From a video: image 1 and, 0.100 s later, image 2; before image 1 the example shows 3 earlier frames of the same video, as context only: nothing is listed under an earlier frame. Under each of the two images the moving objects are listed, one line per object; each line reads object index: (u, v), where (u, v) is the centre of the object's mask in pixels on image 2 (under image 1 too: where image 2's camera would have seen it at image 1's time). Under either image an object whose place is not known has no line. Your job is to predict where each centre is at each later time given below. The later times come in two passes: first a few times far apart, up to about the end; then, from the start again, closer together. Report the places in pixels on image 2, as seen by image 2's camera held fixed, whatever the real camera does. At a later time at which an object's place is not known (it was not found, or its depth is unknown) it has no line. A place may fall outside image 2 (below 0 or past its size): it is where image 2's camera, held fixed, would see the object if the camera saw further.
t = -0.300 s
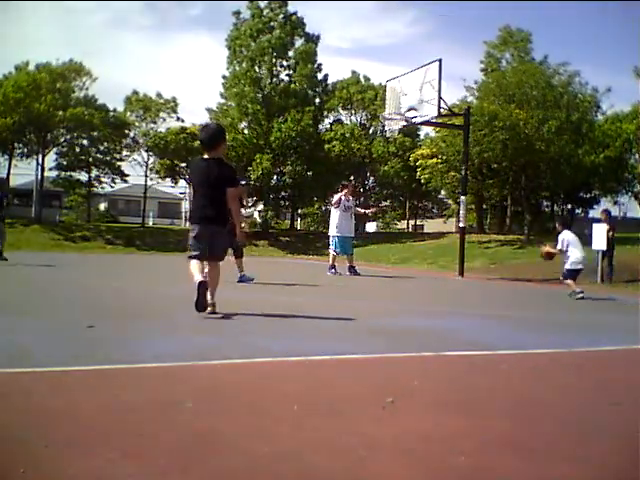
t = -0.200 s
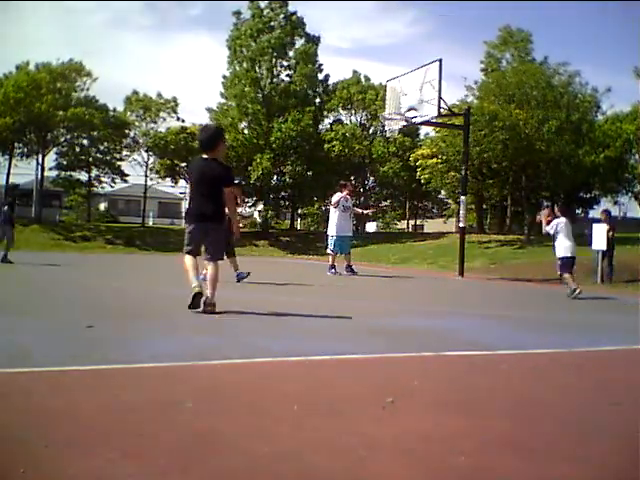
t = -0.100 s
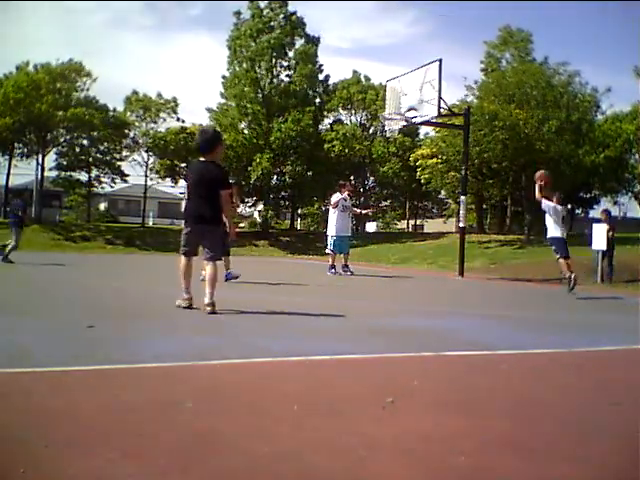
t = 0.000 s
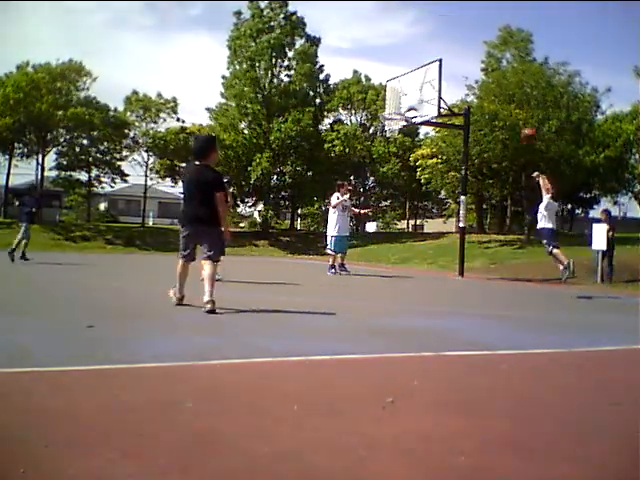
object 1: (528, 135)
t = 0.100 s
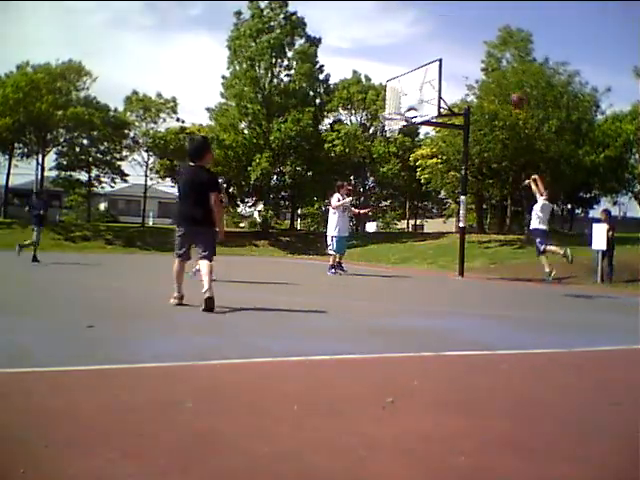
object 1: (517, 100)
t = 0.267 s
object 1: (496, 60)
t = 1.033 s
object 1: (416, 99)
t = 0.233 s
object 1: (502, 66)
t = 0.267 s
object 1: (496, 60)
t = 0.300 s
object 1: (493, 55)
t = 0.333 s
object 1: (489, 49)
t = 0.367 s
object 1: (486, 45)
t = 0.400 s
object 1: (482, 41)
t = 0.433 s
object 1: (478, 39)
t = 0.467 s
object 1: (474, 36)
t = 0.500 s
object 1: (471, 35)
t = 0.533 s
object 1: (467, 35)
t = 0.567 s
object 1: (464, 35)
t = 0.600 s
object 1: (461, 36)
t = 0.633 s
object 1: (457, 37)
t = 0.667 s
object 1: (453, 39)
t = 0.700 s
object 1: (450, 42)
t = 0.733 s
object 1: (446, 45)
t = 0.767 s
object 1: (443, 49)
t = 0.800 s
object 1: (439, 53)
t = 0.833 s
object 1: (435, 58)
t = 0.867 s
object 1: (432, 63)
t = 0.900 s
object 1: (429, 70)
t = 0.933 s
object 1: (426, 76)
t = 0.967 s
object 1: (422, 83)
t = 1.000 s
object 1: (419, 91)
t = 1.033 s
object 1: (416, 99)
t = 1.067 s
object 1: (413, 108)
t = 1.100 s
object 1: (409, 118)
